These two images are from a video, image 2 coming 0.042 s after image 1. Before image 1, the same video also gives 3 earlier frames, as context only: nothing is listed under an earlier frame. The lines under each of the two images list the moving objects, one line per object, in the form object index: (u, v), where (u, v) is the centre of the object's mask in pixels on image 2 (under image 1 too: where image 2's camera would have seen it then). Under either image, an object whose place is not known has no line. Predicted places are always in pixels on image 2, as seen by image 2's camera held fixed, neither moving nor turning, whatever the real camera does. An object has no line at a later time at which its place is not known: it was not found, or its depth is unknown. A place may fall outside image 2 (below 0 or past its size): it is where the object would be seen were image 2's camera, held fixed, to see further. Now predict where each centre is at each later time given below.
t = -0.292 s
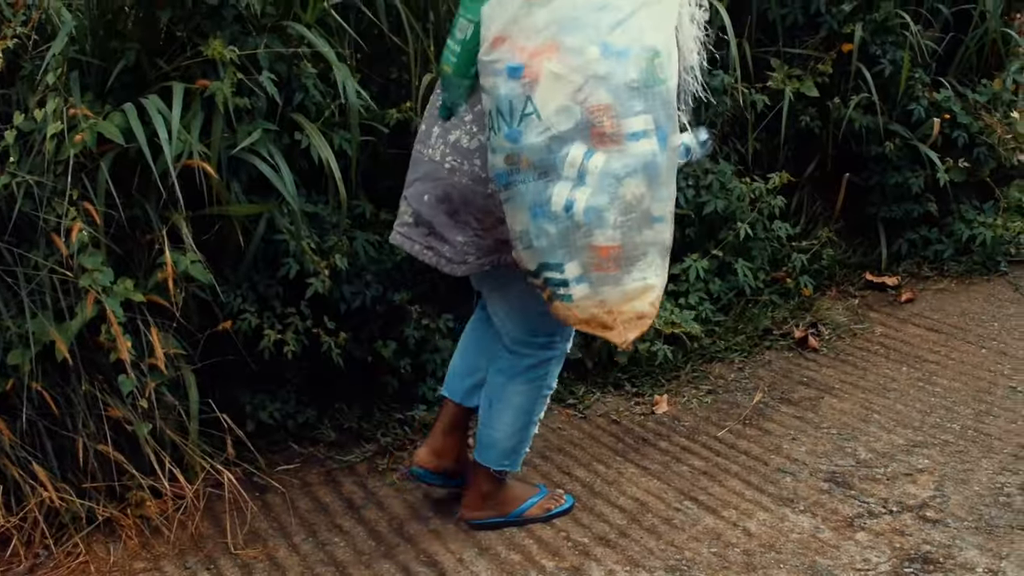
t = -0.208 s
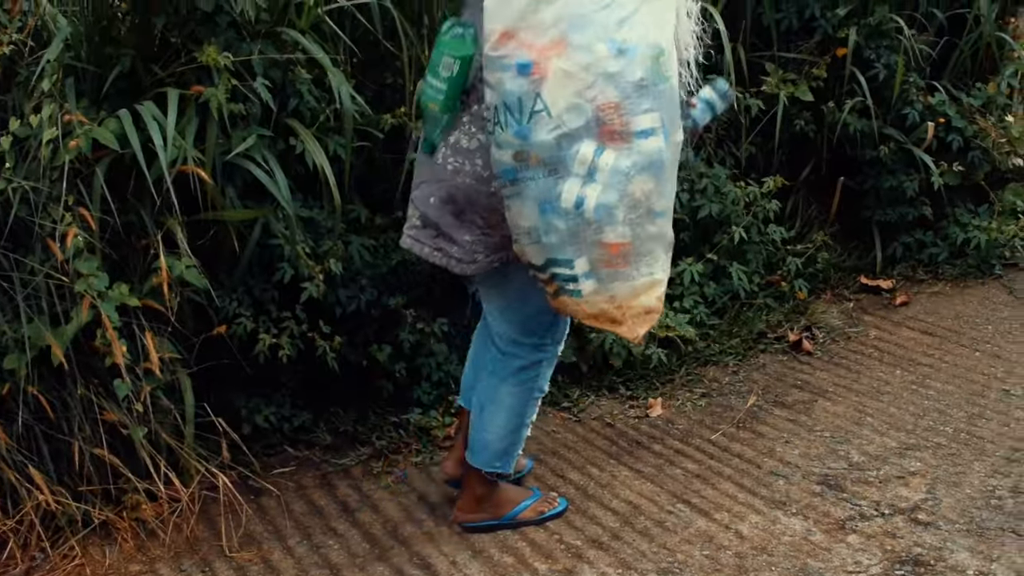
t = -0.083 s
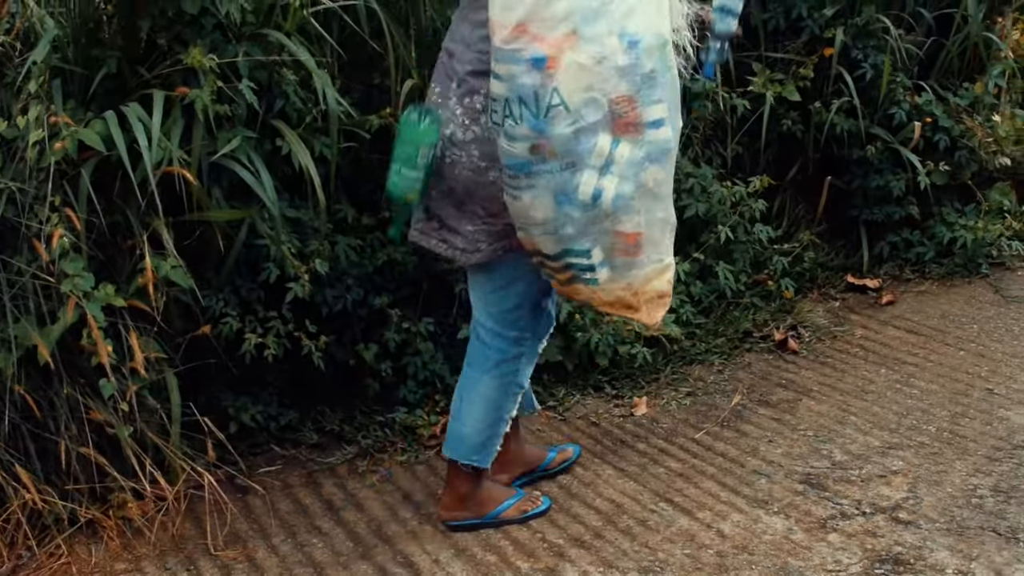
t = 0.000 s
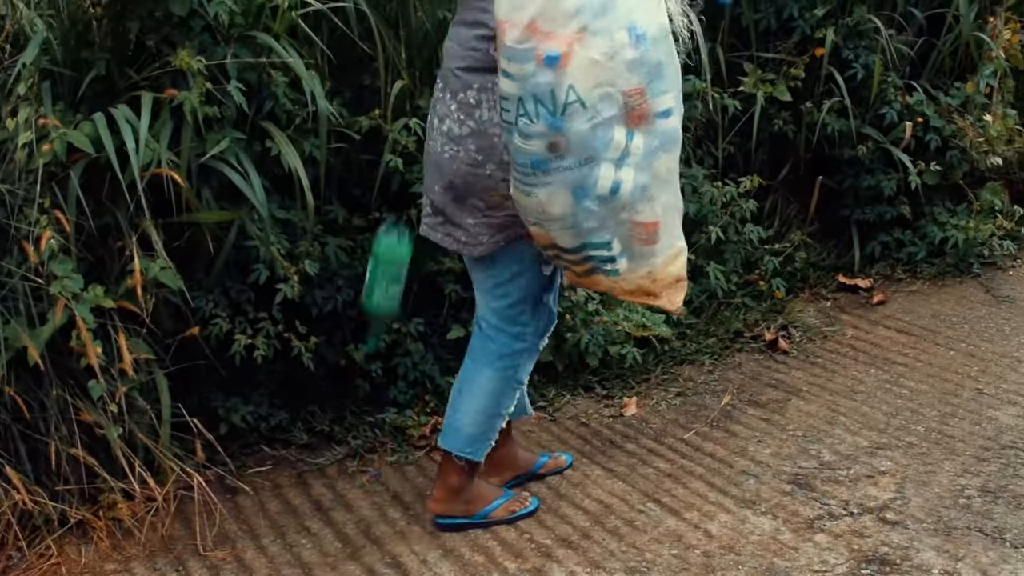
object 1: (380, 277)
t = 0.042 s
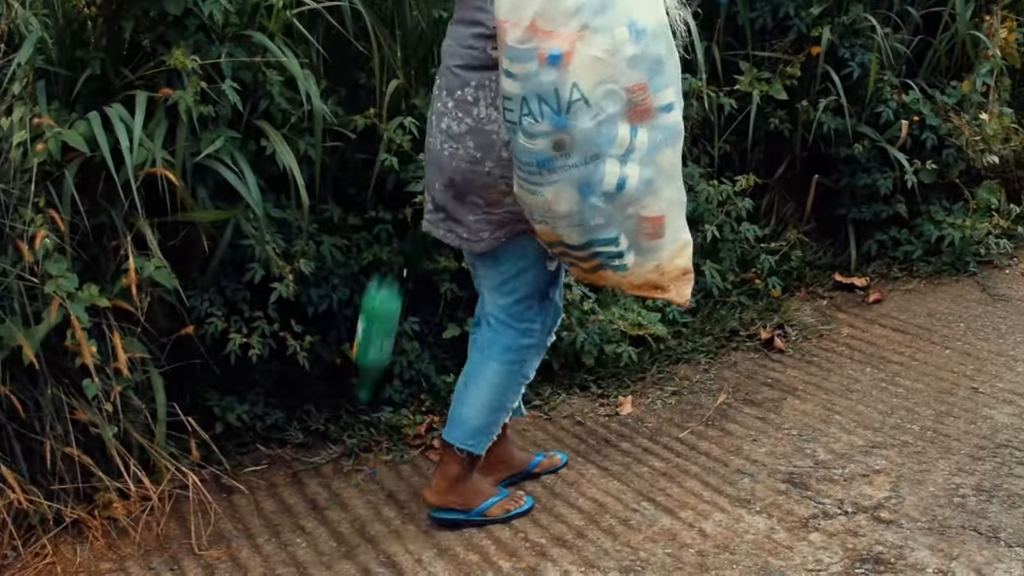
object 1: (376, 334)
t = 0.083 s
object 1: (373, 391)
